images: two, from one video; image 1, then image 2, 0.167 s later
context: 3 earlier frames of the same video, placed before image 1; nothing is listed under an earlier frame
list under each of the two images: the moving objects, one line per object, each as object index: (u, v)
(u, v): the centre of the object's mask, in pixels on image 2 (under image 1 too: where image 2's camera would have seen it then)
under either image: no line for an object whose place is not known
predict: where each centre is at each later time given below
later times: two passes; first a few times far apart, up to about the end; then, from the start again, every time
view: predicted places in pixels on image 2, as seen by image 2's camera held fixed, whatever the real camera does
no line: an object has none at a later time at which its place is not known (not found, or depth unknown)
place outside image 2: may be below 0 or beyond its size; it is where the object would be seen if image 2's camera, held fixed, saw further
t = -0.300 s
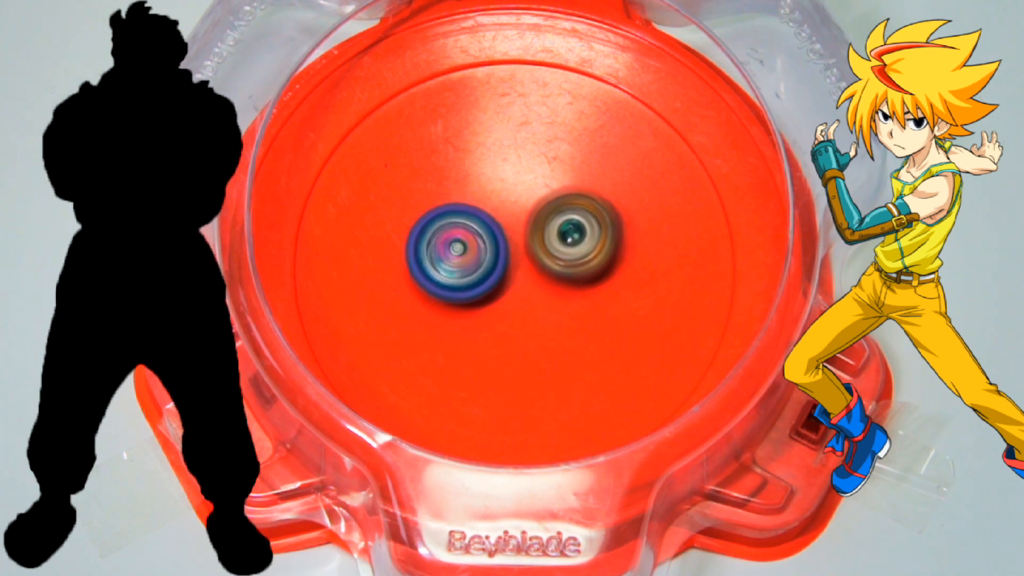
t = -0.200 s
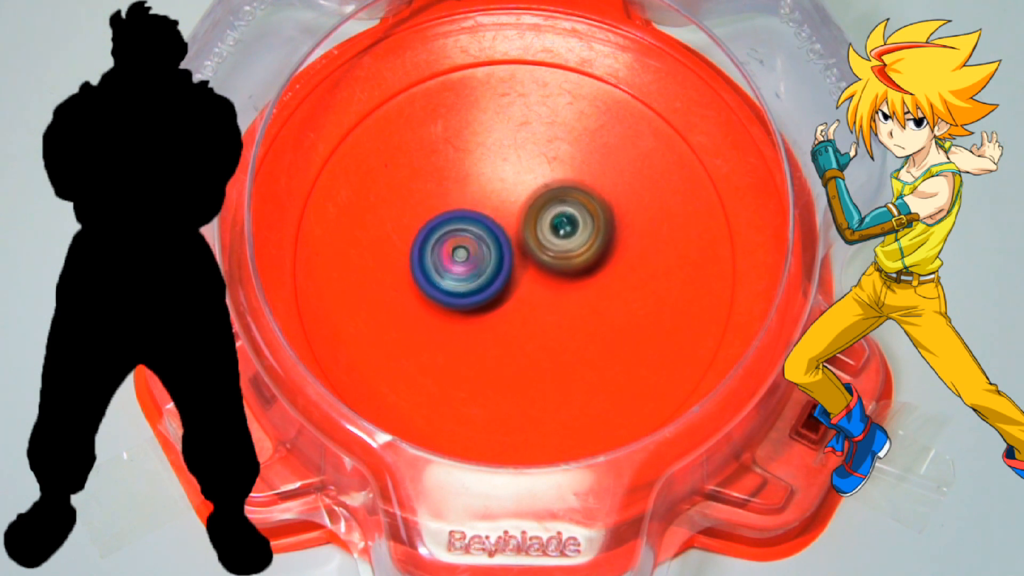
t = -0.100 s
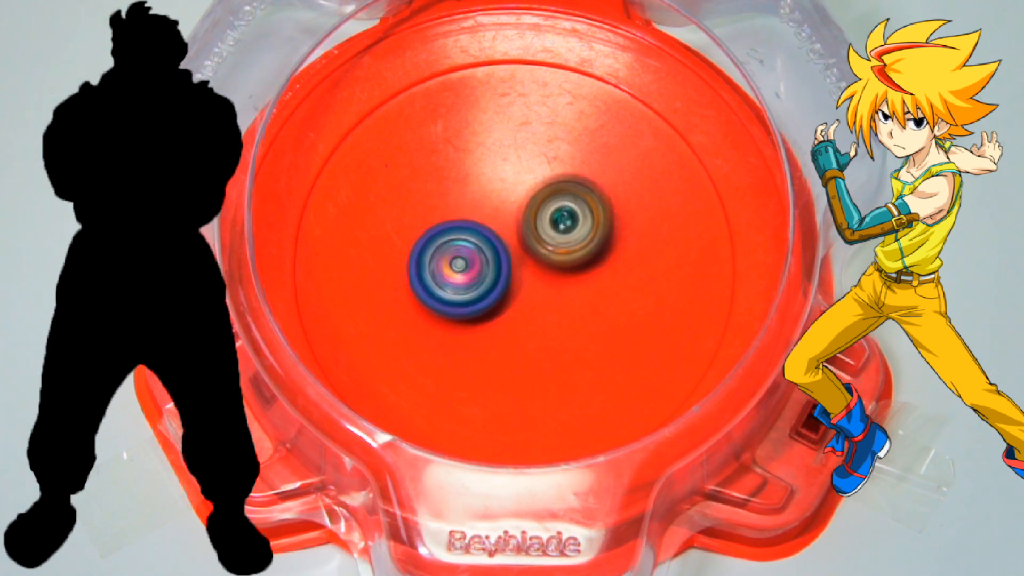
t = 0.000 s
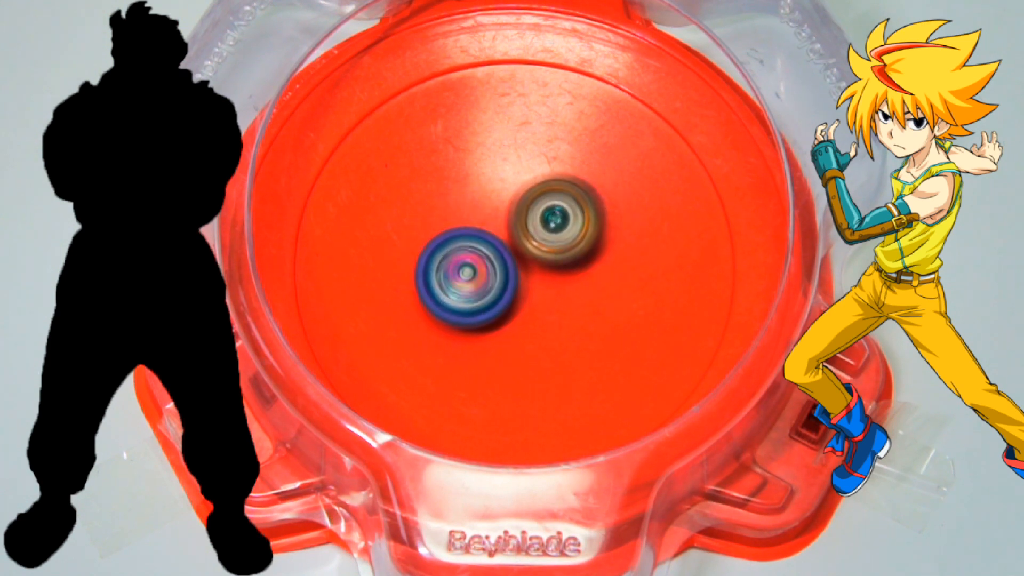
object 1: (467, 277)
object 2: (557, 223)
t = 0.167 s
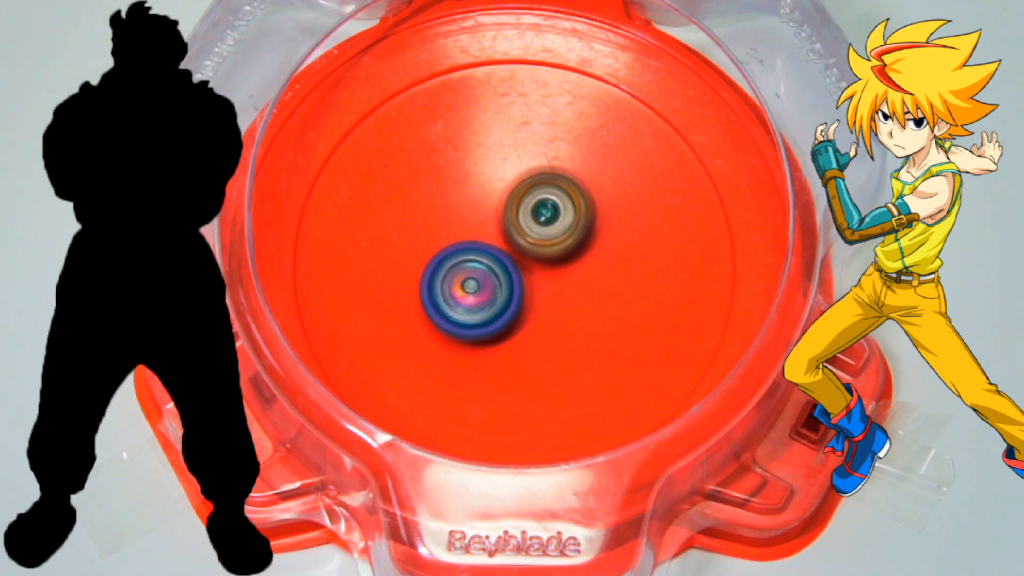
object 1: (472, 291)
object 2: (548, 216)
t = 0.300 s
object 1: (480, 298)
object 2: (536, 213)
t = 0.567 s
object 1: (490, 305)
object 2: (526, 211)
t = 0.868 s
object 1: (500, 312)
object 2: (516, 212)
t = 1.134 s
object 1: (509, 316)
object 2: (512, 217)
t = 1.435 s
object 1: (528, 321)
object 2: (509, 213)
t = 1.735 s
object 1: (552, 327)
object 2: (501, 205)
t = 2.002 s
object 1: (563, 325)
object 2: (503, 204)
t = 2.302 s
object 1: (574, 318)
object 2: (493, 198)
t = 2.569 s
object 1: (577, 306)
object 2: (485, 190)
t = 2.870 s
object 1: (564, 275)
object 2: (476, 217)
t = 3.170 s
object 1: (576, 267)
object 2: (462, 247)
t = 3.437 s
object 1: (612, 268)
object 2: (446, 267)
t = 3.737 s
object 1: (602, 257)
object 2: (468, 281)
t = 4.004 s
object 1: (586, 242)
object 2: (477, 284)
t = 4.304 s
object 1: (587, 220)
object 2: (475, 282)
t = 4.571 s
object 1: (570, 204)
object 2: (488, 274)
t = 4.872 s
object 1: (556, 191)
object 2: (492, 275)
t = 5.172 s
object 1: (547, 195)
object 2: (493, 290)
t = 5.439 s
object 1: (544, 209)
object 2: (499, 304)
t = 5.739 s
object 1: (527, 207)
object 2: (512, 317)
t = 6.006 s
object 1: (514, 207)
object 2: (528, 309)
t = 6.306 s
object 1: (513, 206)
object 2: (542, 307)
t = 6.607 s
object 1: (513, 204)
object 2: (547, 308)
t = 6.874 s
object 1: (505, 202)
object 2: (544, 310)
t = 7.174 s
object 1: (493, 211)
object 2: (534, 308)
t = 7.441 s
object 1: (484, 210)
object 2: (524, 309)
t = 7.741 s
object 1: (482, 207)
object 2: (516, 315)
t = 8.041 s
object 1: (488, 208)
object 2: (528, 319)
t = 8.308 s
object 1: (486, 215)
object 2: (542, 308)
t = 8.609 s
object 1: (486, 209)
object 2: (557, 298)
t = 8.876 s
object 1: (483, 209)
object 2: (563, 292)
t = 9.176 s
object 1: (481, 219)
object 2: (564, 289)
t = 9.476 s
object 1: (476, 223)
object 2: (569, 299)
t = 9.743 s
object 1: (481, 234)
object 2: (561, 297)
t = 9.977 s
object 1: (474, 231)
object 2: (572, 305)
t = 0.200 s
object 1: (475, 293)
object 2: (545, 216)
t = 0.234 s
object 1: (476, 295)
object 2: (541, 216)
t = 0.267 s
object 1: (479, 296)
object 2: (537, 214)
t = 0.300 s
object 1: (480, 298)
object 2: (536, 213)
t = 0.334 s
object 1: (482, 299)
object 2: (534, 213)
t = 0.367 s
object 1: (483, 301)
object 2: (533, 212)
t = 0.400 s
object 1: (485, 301)
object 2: (532, 212)
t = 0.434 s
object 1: (486, 302)
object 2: (531, 211)
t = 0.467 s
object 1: (486, 303)
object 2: (529, 210)
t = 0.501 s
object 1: (487, 304)
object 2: (528, 209)
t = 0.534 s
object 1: (488, 304)
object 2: (527, 210)
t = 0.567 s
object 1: (490, 305)
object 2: (526, 211)
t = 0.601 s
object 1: (491, 306)
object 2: (525, 211)
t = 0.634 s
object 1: (492, 307)
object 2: (524, 212)
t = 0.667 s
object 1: (493, 307)
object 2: (523, 212)
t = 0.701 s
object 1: (494, 309)
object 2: (522, 213)
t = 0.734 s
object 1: (495, 310)
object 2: (520, 214)
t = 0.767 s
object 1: (496, 311)
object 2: (519, 212)
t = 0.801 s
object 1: (499, 311)
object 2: (518, 212)
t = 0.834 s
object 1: (499, 312)
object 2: (517, 213)
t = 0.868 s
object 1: (500, 312)
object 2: (516, 212)
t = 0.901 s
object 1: (501, 312)
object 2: (516, 213)
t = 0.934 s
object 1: (502, 314)
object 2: (516, 214)
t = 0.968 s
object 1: (503, 315)
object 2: (515, 214)
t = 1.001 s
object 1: (503, 314)
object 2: (514, 214)
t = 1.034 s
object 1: (506, 315)
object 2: (514, 214)
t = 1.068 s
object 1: (507, 316)
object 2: (514, 215)
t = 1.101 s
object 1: (508, 316)
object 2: (513, 216)
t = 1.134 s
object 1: (509, 316)
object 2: (512, 217)
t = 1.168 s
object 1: (510, 318)
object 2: (512, 215)
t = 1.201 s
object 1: (513, 318)
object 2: (512, 214)
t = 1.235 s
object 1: (515, 319)
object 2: (512, 215)
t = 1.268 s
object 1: (516, 318)
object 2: (512, 216)
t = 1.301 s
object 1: (519, 318)
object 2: (512, 217)
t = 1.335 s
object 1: (521, 318)
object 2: (511, 218)
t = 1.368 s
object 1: (523, 321)
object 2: (510, 216)
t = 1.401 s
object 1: (525, 322)
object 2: (510, 214)
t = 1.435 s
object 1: (528, 321)
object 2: (509, 213)
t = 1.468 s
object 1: (530, 322)
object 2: (510, 213)
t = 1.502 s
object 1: (531, 322)
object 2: (509, 214)
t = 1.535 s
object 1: (534, 320)
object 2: (509, 215)
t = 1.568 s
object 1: (536, 320)
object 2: (509, 216)
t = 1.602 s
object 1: (539, 317)
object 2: (508, 218)
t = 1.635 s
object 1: (540, 316)
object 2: (508, 220)
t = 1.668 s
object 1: (543, 315)
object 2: (507, 220)
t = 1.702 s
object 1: (548, 324)
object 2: (502, 211)
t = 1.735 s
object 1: (552, 327)
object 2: (501, 205)
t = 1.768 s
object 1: (555, 328)
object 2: (500, 200)
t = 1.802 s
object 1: (558, 330)
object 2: (502, 199)
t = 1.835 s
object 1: (558, 329)
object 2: (502, 199)
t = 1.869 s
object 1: (560, 327)
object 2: (503, 199)
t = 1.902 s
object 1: (561, 326)
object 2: (503, 200)
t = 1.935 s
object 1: (562, 326)
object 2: (503, 201)
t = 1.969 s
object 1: (562, 326)
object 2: (503, 202)
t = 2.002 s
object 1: (563, 325)
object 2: (503, 204)
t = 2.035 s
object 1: (563, 322)
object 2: (505, 206)
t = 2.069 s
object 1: (564, 319)
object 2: (506, 209)
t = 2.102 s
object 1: (563, 315)
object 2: (507, 213)
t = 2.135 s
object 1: (563, 311)
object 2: (507, 217)
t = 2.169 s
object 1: (562, 306)
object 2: (507, 220)
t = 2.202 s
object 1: (561, 305)
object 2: (507, 220)
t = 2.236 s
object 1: (560, 304)
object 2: (507, 218)
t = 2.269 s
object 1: (568, 313)
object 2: (499, 209)
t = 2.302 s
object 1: (574, 318)
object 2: (493, 198)
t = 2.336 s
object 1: (576, 318)
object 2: (491, 194)
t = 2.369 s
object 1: (578, 316)
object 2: (489, 190)
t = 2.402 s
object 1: (580, 316)
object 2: (488, 188)
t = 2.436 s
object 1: (580, 316)
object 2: (487, 186)
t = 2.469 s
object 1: (580, 314)
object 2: (486, 187)
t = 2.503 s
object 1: (579, 311)
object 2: (486, 187)
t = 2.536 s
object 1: (579, 310)
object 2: (485, 188)
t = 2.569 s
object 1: (577, 306)
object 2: (485, 190)
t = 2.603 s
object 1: (575, 302)
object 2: (484, 191)
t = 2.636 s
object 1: (572, 298)
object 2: (485, 194)
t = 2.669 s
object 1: (569, 294)
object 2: (485, 198)
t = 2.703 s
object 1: (566, 288)
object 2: (486, 203)
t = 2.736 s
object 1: (562, 284)
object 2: (487, 208)
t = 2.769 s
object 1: (559, 280)
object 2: (485, 211)
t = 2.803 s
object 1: (564, 279)
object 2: (479, 212)
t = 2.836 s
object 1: (564, 278)
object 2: (478, 214)
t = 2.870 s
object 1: (564, 275)
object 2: (476, 217)
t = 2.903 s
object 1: (564, 273)
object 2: (475, 222)
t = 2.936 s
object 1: (568, 273)
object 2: (469, 223)
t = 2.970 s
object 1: (571, 273)
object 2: (465, 224)
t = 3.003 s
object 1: (572, 271)
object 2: (463, 227)
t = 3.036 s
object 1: (574, 270)
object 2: (461, 230)
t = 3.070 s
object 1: (576, 269)
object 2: (460, 234)
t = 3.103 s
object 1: (575, 269)
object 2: (461, 237)
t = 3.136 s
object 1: (575, 268)
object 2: (462, 242)
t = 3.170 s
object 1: (576, 267)
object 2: (462, 247)
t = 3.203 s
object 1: (575, 267)
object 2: (463, 251)
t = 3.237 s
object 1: (574, 267)
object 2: (466, 255)
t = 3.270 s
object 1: (575, 266)
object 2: (470, 260)
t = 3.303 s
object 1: (575, 265)
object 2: (473, 265)
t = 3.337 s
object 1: (588, 269)
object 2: (462, 267)
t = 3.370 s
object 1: (601, 271)
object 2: (451, 267)
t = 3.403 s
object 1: (608, 269)
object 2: (448, 266)
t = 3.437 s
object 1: (612, 268)
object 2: (446, 267)
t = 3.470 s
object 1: (615, 266)
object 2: (446, 269)
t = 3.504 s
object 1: (615, 267)
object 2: (446, 270)
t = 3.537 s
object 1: (613, 267)
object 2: (447, 271)
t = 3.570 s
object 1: (611, 265)
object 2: (449, 274)
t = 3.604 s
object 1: (609, 261)
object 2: (452, 276)
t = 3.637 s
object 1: (608, 259)
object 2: (454, 277)
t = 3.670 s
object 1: (608, 257)
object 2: (459, 278)
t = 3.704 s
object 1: (607, 257)
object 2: (464, 280)
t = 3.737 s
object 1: (602, 257)
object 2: (468, 281)
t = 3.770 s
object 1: (599, 257)
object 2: (473, 281)
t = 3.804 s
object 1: (592, 256)
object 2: (479, 281)
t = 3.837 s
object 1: (585, 256)
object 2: (484, 282)
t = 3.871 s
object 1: (585, 254)
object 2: (482, 284)
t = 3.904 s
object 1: (583, 252)
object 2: (483, 284)
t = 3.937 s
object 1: (583, 250)
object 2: (482, 283)
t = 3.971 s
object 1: (581, 248)
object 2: (483, 282)
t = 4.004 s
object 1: (586, 242)
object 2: (477, 284)
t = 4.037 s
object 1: (589, 237)
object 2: (475, 283)
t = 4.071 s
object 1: (590, 232)
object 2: (472, 284)
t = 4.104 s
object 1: (590, 228)
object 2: (471, 284)
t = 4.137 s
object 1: (590, 226)
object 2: (472, 283)
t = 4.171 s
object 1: (589, 223)
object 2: (472, 284)
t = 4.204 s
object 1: (590, 222)
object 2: (472, 284)
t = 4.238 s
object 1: (589, 222)
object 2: (473, 283)
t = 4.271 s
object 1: (588, 220)
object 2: (475, 282)
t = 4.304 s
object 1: (587, 220)
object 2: (475, 282)
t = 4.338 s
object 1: (586, 219)
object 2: (477, 281)
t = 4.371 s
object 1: (584, 217)
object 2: (480, 279)
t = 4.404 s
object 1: (583, 216)
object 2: (482, 279)
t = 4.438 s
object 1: (579, 215)
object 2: (484, 276)
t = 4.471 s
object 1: (575, 213)
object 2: (487, 274)
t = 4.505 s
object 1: (571, 212)
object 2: (489, 273)
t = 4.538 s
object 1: (571, 208)
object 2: (488, 275)
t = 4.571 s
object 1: (570, 204)
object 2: (488, 274)
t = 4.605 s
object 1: (566, 202)
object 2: (488, 273)
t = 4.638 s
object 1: (564, 200)
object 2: (489, 273)
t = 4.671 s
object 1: (562, 198)
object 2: (491, 272)
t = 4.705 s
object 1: (560, 196)
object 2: (490, 272)
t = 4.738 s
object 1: (560, 196)
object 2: (491, 272)
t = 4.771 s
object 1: (557, 194)
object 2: (492, 272)
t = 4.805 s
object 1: (556, 193)
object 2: (491, 273)
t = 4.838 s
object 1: (556, 193)
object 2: (494, 273)
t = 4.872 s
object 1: (556, 191)
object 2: (492, 275)
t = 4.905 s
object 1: (559, 189)
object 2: (490, 280)
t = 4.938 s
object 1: (559, 187)
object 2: (490, 281)
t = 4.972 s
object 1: (558, 187)
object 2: (488, 284)
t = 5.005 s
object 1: (557, 188)
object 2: (489, 285)
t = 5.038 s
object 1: (555, 190)
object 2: (489, 286)
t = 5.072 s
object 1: (552, 191)
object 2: (489, 288)
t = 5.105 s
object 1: (549, 190)
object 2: (490, 289)
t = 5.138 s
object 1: (549, 192)
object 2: (492, 289)
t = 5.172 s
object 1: (547, 195)
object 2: (493, 290)
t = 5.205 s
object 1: (545, 198)
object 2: (495, 289)
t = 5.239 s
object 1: (545, 201)
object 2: (495, 290)
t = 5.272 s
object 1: (546, 202)
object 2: (496, 294)
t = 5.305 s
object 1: (546, 206)
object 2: (497, 294)
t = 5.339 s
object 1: (542, 206)
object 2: (497, 297)
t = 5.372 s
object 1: (542, 207)
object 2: (499, 299)
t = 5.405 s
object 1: (545, 206)
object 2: (498, 303)
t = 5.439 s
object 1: (544, 209)
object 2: (499, 304)
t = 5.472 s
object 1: (541, 209)
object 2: (499, 306)
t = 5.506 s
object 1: (540, 208)
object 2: (500, 306)
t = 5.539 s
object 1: (539, 210)
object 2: (502, 307)
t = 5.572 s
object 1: (537, 212)
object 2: (503, 307)
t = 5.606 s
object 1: (534, 213)
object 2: (506, 310)
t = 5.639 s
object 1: (534, 210)
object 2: (507, 314)
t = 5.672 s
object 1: (531, 210)
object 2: (509, 314)
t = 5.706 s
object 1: (528, 208)
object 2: (509, 316)
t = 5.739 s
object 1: (527, 207)
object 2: (512, 317)
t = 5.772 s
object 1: (525, 209)
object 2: (514, 315)
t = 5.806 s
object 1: (523, 208)
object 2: (516, 314)
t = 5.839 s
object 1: (520, 208)
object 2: (519, 314)
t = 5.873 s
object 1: (520, 210)
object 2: (520, 312)
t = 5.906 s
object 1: (517, 210)
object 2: (522, 310)
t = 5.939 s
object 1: (516, 209)
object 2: (524, 309)
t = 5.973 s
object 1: (515, 208)
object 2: (527, 308)
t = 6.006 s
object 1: (514, 207)
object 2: (528, 309)
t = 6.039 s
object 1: (513, 206)
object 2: (529, 308)
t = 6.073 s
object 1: (511, 205)
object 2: (529, 307)
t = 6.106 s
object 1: (512, 205)
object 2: (532, 306)
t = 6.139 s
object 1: (512, 206)
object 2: (533, 305)
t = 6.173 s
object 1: (512, 206)
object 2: (535, 305)
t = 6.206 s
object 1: (512, 206)
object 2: (537, 305)
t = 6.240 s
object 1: (512, 207)
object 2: (538, 304)
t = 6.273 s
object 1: (513, 205)
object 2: (540, 307)
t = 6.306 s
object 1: (513, 206)
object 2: (542, 307)
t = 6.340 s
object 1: (512, 205)
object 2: (541, 306)
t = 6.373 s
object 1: (512, 206)
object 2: (541, 307)
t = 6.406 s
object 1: (512, 207)
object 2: (542, 305)
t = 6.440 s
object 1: (510, 208)
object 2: (542, 304)
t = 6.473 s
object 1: (510, 206)
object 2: (543, 304)
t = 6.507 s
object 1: (512, 205)
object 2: (545, 303)
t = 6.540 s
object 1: (514, 205)
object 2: (546, 305)
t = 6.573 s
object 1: (514, 204)
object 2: (547, 309)
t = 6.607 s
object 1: (513, 204)
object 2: (547, 308)
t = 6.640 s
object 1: (511, 204)
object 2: (547, 310)
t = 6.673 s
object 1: (510, 204)
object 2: (546, 309)
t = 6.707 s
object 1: (509, 203)
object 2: (546, 309)
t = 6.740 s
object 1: (509, 203)
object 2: (545, 308)
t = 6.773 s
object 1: (509, 204)
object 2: (544, 306)
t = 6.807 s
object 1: (508, 205)
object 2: (542, 306)
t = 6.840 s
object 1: (507, 207)
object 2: (542, 304)
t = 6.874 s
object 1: (505, 202)
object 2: (544, 310)
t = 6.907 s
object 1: (503, 200)
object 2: (545, 312)
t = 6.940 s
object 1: (503, 201)
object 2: (541, 312)
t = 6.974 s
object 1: (501, 202)
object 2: (541, 313)
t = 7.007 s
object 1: (500, 203)
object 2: (540, 312)
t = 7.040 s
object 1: (498, 204)
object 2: (539, 312)
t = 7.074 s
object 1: (497, 206)
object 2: (537, 313)
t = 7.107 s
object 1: (495, 207)
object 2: (537, 312)
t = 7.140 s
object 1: (494, 208)
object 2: (536, 310)
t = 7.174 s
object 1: (493, 211)
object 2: (534, 308)
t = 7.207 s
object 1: (490, 213)
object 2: (532, 307)
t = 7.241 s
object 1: (489, 213)
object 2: (531, 305)
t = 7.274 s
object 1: (487, 209)
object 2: (532, 308)
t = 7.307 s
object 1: (486, 208)
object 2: (531, 310)
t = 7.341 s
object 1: (484, 210)
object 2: (530, 310)
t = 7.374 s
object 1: (483, 209)
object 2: (528, 310)
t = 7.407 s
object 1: (483, 209)
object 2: (526, 309)
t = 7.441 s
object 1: (484, 210)
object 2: (524, 309)
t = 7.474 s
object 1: (483, 212)
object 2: (524, 308)
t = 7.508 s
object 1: (483, 212)
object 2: (522, 307)
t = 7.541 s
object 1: (482, 212)
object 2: (521, 309)
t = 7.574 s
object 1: (483, 210)
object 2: (520, 309)
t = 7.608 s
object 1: (484, 212)
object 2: (518, 308)
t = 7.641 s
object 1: (483, 209)
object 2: (517, 312)
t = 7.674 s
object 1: (483, 208)
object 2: (517, 314)
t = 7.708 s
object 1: (482, 207)
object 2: (517, 315)
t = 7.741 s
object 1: (482, 207)
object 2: (516, 315)
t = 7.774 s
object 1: (483, 207)
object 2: (516, 315)
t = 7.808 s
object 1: (483, 210)
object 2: (515, 315)
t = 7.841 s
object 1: (483, 211)
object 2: (516, 315)
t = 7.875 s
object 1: (486, 213)
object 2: (516, 314)
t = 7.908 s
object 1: (486, 216)
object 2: (516, 312)
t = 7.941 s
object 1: (486, 216)
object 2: (519, 314)
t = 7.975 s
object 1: (488, 216)
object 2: (521, 313)
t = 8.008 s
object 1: (488, 213)
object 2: (523, 315)
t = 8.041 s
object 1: (488, 208)
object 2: (528, 319)
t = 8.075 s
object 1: (487, 207)
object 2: (530, 321)
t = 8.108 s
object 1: (486, 208)
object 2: (531, 321)
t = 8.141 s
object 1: (485, 208)
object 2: (534, 321)
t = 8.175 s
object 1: (484, 209)
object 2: (537, 318)
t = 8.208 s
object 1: (483, 210)
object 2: (538, 317)
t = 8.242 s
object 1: (483, 210)
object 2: (540, 315)
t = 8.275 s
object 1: (484, 211)
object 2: (540, 311)
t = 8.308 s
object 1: (486, 215)
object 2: (542, 308)
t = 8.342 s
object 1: (485, 218)
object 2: (540, 303)
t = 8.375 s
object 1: (486, 216)
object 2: (543, 302)
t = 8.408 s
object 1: (488, 216)
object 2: (547, 299)
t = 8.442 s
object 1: (487, 211)
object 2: (553, 302)
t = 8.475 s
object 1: (486, 209)
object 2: (555, 302)
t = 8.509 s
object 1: (483, 208)
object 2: (554, 301)
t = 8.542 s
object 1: (482, 206)
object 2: (555, 302)
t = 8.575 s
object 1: (484, 206)
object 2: (557, 300)
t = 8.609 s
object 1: (486, 209)
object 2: (557, 298)
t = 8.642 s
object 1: (486, 213)
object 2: (556, 297)
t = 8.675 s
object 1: (485, 216)
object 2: (555, 294)
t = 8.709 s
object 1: (484, 218)
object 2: (556, 293)
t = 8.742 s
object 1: (483, 216)
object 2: (555, 291)
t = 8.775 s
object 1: (483, 214)
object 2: (556, 289)
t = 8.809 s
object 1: (485, 212)
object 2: (557, 289)
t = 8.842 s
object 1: (486, 212)
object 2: (559, 290)
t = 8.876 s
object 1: (483, 209)
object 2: (563, 292)
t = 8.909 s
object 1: (483, 209)
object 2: (565, 292)
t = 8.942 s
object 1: (481, 209)
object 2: (564, 293)
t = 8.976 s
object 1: (480, 209)
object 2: (564, 295)
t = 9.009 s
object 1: (480, 211)
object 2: (567, 294)
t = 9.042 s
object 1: (479, 213)
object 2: (567, 293)
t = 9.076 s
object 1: (479, 214)
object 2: (565, 292)
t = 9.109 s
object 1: (478, 214)
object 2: (564, 292)
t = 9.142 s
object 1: (481, 215)
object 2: (565, 291)
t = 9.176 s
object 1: (481, 219)
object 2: (564, 289)
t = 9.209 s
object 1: (481, 220)
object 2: (563, 288)
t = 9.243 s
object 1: (482, 221)
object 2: (561, 287)
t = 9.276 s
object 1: (483, 222)
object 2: (563, 289)
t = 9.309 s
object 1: (481, 218)
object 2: (567, 292)
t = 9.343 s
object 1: (481, 217)
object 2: (569, 294)
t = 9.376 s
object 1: (481, 218)
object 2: (568, 295)
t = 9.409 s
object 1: (480, 220)
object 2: (568, 298)
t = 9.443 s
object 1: (478, 222)
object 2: (569, 299)
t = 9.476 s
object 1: (476, 223)
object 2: (569, 299)
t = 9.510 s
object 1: (476, 223)
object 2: (569, 299)
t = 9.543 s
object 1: (477, 223)
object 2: (567, 299)
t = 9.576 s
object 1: (479, 224)
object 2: (566, 299)
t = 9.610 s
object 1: (479, 227)
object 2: (567, 298)
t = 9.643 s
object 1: (478, 230)
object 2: (564, 298)
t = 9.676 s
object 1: (479, 232)
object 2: (562, 298)
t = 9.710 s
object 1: (479, 233)
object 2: (563, 298)
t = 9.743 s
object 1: (481, 234)
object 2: (561, 297)
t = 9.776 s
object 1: (477, 232)
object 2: (568, 299)
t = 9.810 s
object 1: (475, 229)
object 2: (571, 304)
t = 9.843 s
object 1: (473, 230)
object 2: (575, 305)
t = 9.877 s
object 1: (469, 230)
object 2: (574, 305)
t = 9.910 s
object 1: (469, 230)
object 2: (572, 305)
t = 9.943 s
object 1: (471, 230)
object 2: (572, 305)
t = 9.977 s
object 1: (474, 231)
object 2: (572, 305)
